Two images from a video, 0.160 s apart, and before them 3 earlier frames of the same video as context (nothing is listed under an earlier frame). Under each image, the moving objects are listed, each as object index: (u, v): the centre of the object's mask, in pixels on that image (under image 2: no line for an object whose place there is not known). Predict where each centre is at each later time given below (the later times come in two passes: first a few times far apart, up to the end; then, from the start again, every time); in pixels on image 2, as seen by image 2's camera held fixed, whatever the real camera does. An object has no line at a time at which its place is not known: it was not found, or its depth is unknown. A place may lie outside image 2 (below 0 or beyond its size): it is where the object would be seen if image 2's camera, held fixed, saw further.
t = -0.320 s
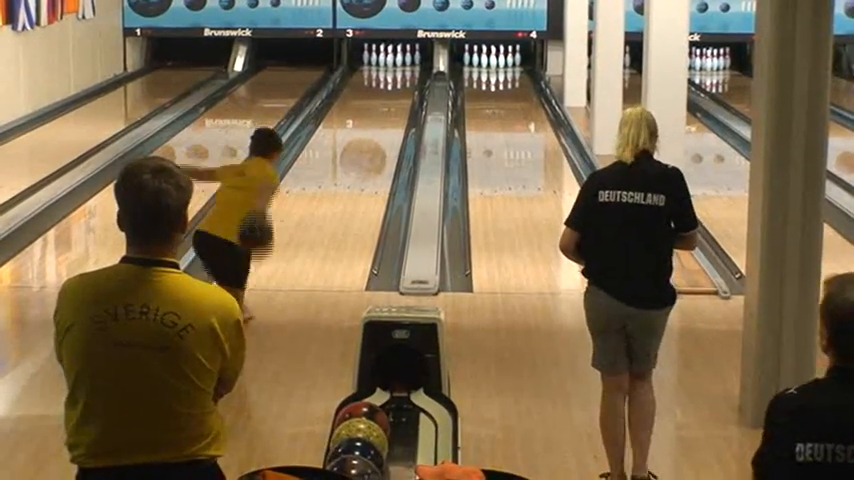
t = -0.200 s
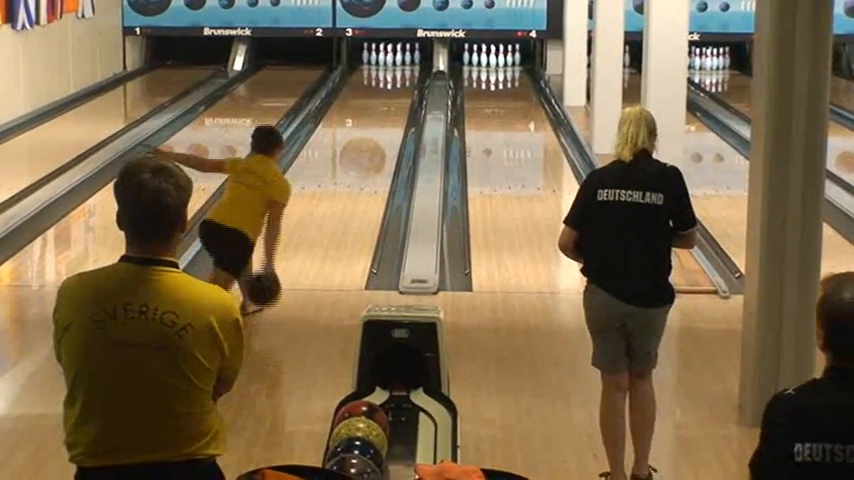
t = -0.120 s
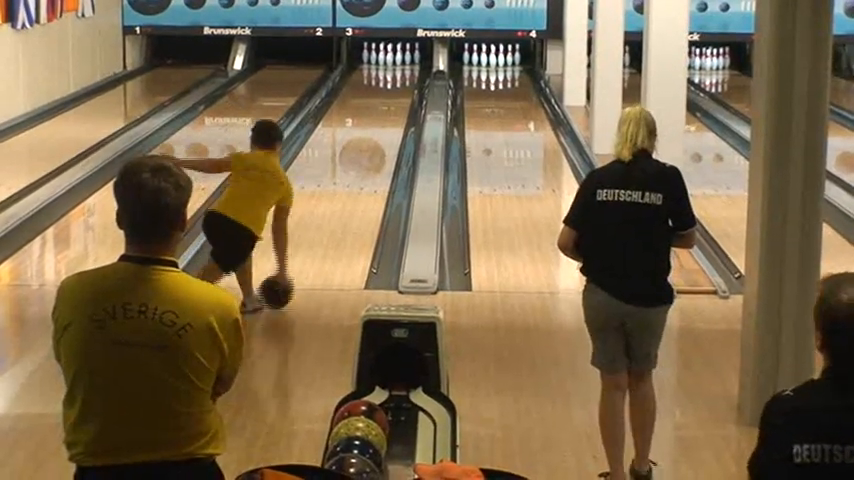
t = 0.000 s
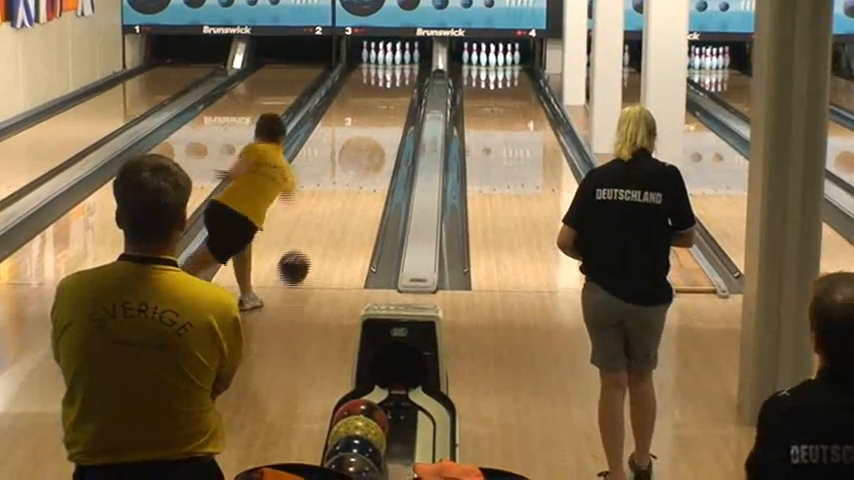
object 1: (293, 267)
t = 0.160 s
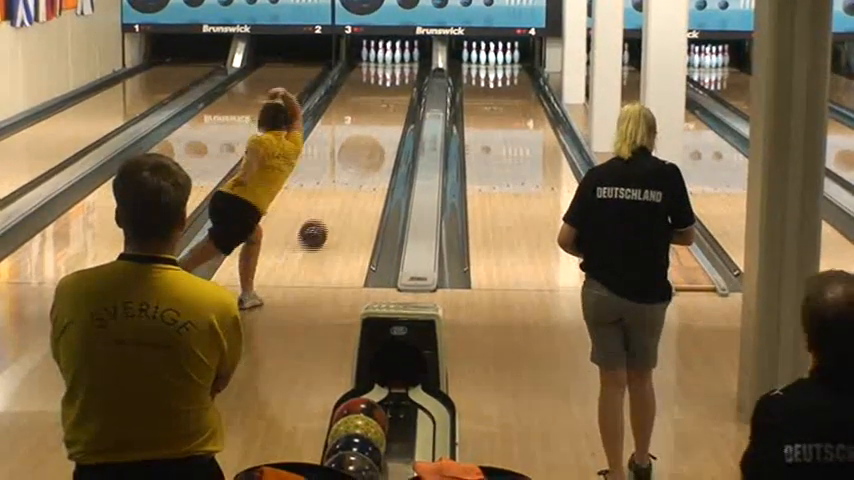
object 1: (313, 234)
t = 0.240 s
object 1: (321, 221)
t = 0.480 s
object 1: (343, 186)
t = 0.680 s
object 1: (356, 163)
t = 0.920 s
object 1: (370, 140)
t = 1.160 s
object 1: (380, 121)
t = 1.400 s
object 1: (389, 106)
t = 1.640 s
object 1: (395, 92)
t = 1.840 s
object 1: (399, 83)
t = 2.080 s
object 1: (401, 74)
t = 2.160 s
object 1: (402, 71)
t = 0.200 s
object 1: (317, 228)
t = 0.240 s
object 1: (321, 221)
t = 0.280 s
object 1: (325, 214)
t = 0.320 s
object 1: (329, 208)
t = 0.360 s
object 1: (333, 202)
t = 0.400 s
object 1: (336, 196)
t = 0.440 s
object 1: (339, 191)
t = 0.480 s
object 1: (343, 186)
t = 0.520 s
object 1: (346, 181)
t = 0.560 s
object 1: (349, 176)
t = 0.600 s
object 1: (351, 171)
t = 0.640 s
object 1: (354, 167)
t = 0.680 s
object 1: (356, 163)
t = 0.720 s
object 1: (359, 159)
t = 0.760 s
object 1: (362, 155)
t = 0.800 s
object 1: (363, 151)
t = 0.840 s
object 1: (366, 147)
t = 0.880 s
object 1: (368, 144)
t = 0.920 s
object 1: (370, 140)
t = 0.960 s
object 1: (372, 137)
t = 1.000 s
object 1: (374, 133)
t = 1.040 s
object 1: (375, 130)
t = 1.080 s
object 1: (378, 127)
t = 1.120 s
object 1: (379, 124)
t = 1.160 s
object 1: (380, 121)
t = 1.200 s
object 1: (382, 118)
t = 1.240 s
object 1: (384, 116)
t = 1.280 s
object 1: (385, 113)
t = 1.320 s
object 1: (387, 110)
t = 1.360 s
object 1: (387, 108)
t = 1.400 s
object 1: (389, 106)
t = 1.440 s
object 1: (390, 103)
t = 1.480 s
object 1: (391, 101)
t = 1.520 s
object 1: (392, 99)
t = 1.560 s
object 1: (393, 97)
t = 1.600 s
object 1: (394, 94)
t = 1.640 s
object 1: (395, 92)
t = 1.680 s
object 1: (396, 90)
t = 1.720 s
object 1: (396, 89)
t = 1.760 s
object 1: (397, 86)
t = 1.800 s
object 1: (398, 85)
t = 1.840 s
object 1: (399, 83)
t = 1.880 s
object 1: (399, 81)
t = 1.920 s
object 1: (400, 79)
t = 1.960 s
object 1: (401, 78)
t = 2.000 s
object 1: (401, 77)
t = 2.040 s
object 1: (401, 75)
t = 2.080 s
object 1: (401, 74)
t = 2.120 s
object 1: (402, 72)
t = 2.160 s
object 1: (402, 71)
